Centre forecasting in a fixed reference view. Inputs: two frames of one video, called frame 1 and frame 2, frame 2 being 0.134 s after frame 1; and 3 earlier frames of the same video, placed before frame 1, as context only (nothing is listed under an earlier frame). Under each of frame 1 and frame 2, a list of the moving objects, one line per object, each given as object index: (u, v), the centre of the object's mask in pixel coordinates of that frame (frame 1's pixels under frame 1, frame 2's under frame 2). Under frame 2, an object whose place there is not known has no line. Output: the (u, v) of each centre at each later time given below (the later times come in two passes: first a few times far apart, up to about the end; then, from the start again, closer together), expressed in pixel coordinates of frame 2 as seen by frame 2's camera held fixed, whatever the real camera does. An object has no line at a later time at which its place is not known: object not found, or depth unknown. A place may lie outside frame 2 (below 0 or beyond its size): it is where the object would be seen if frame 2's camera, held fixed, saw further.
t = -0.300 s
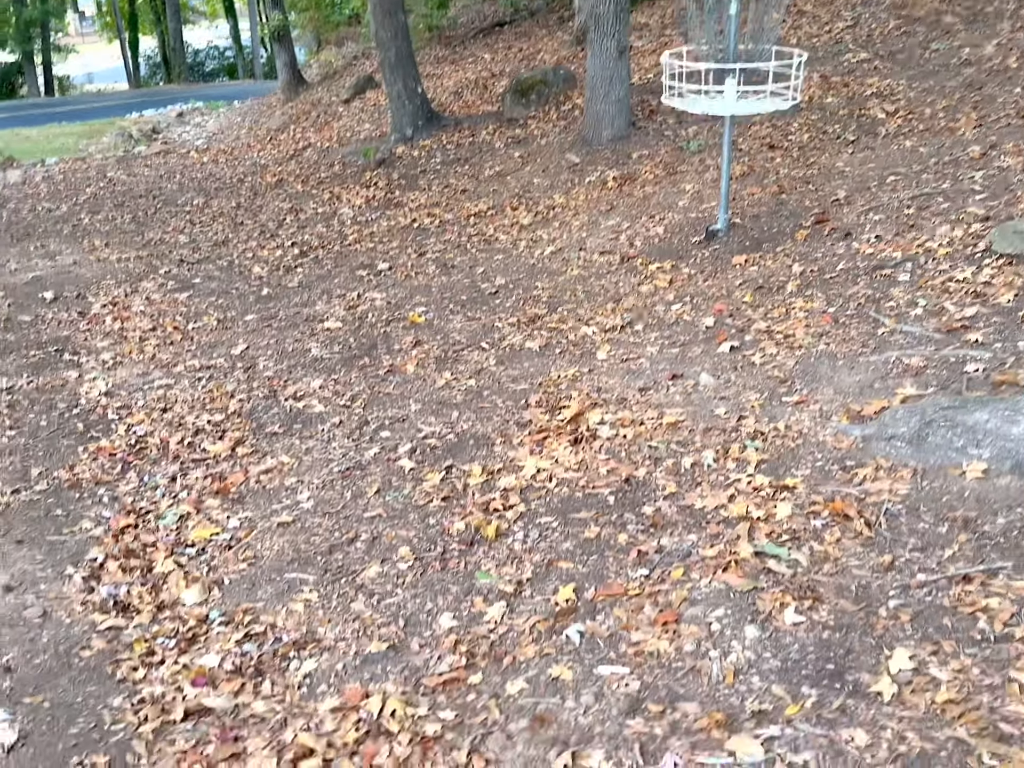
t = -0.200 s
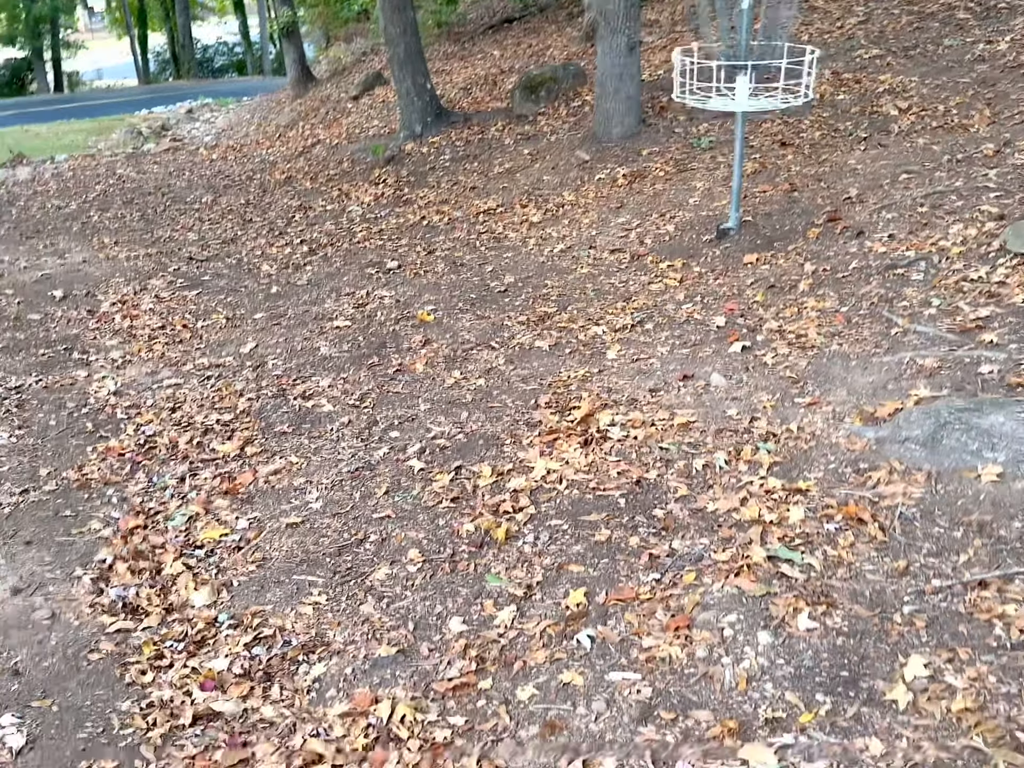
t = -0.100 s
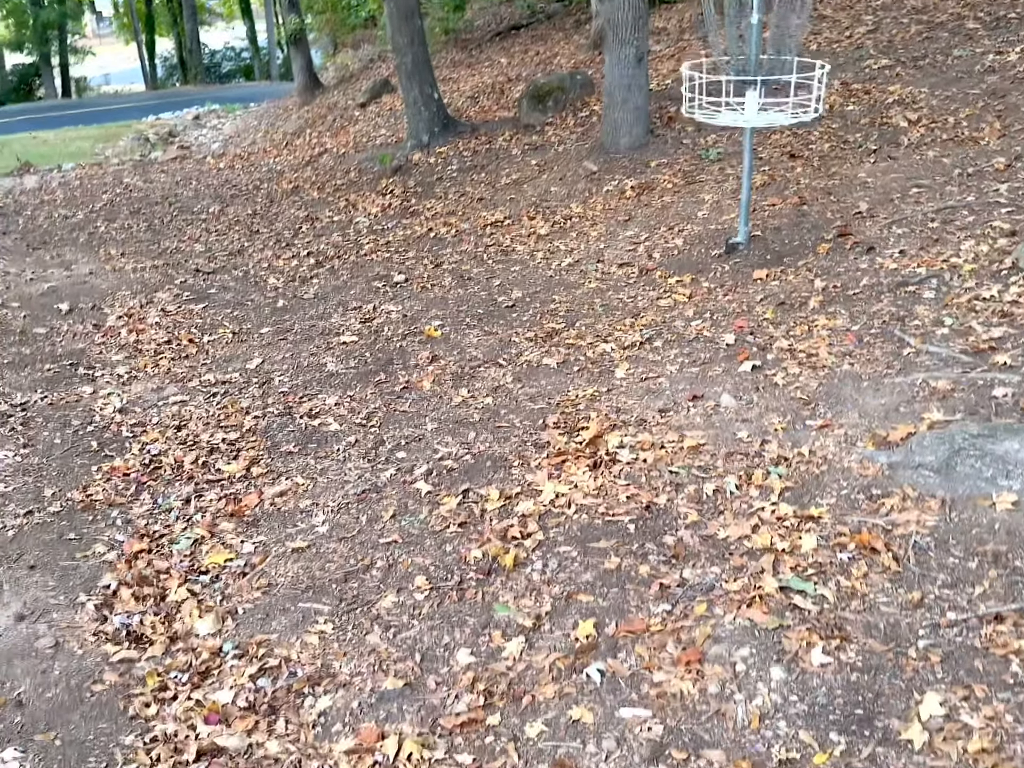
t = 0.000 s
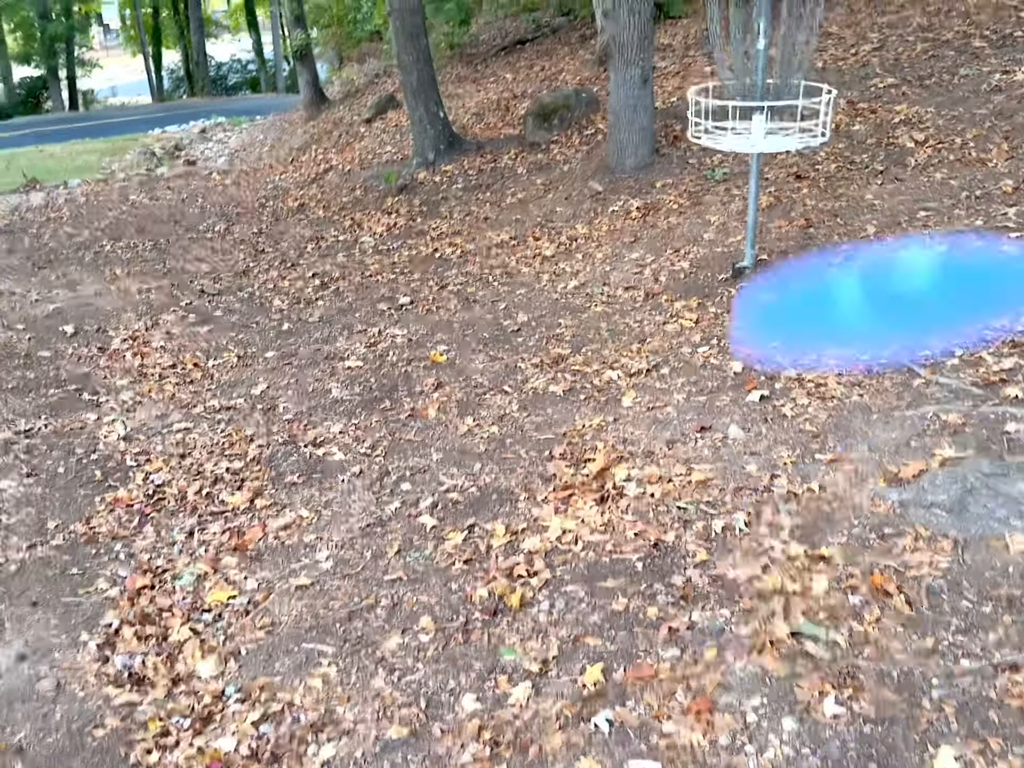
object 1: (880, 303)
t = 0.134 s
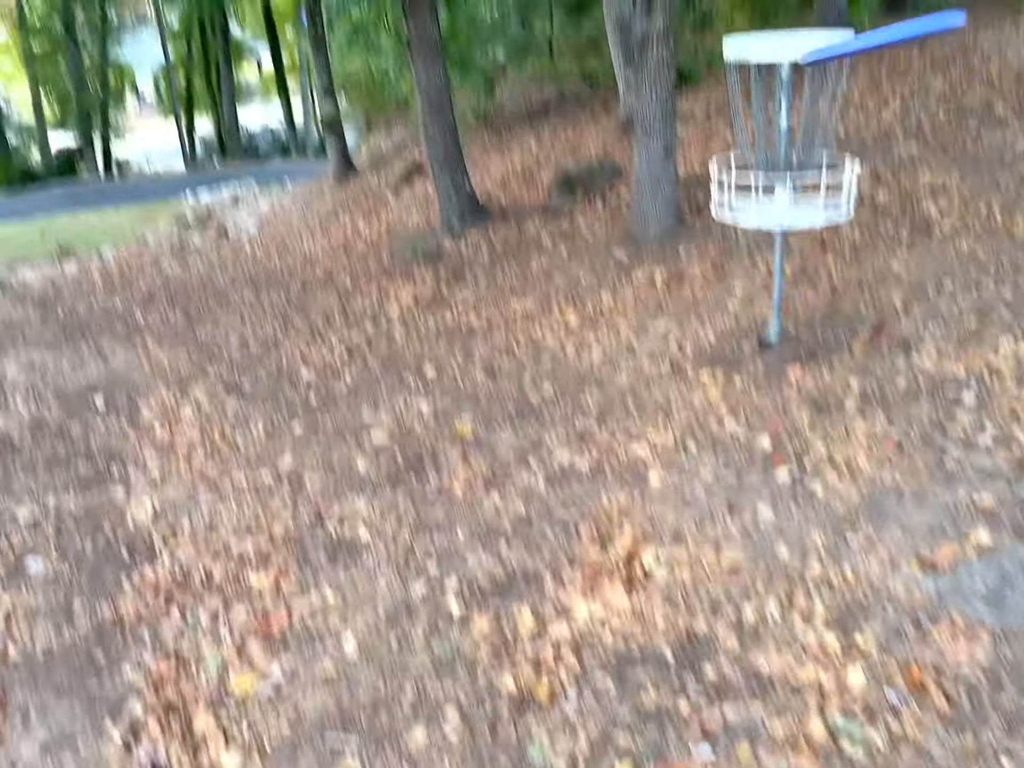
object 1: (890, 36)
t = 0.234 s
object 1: (869, 2)
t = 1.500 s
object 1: (787, 217)
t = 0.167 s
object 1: (878, 20)
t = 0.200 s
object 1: (874, 8)
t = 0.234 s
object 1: (869, 2)
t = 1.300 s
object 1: (784, 206)
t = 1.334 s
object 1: (784, 207)
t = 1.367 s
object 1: (783, 211)
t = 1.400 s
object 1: (784, 215)
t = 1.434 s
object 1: (785, 216)
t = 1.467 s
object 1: (786, 217)
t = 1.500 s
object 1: (787, 217)
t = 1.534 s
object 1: (786, 217)
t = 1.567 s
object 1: (787, 218)
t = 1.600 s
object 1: (790, 218)
